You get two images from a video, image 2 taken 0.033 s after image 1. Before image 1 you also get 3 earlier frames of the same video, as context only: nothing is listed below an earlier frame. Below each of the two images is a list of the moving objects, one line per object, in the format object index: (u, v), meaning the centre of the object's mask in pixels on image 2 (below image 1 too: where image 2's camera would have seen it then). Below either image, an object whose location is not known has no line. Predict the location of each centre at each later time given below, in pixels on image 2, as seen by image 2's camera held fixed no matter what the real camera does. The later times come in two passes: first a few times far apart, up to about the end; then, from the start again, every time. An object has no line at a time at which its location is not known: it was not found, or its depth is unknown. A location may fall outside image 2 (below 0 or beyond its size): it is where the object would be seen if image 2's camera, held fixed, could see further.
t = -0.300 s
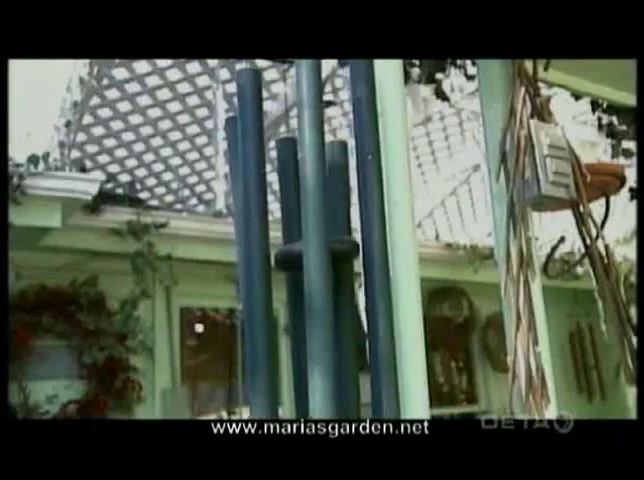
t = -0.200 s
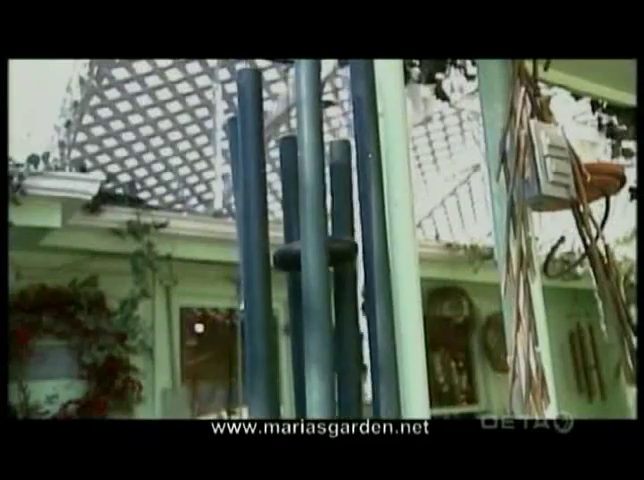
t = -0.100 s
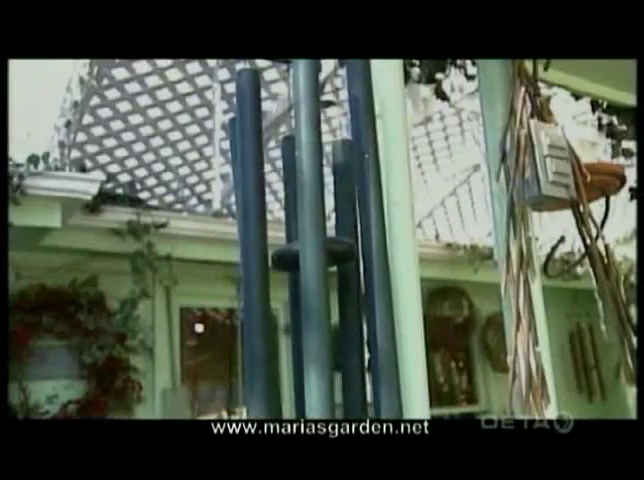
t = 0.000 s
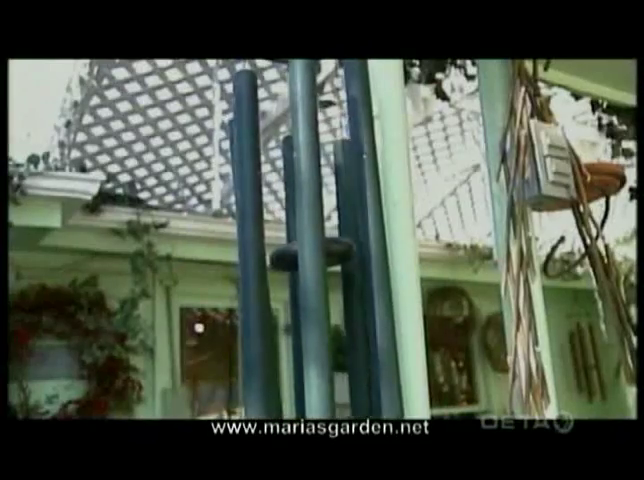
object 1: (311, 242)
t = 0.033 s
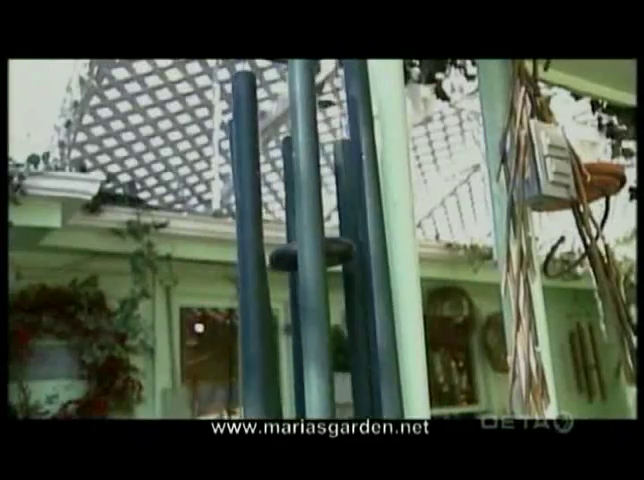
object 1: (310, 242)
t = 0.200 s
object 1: (309, 245)
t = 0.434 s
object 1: (311, 244)
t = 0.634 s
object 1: (312, 244)
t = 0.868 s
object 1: (312, 243)
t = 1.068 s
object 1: (314, 242)
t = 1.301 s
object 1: (316, 244)
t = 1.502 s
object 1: (320, 244)
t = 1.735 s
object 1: (323, 245)
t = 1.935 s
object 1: (324, 246)
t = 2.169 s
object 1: (325, 245)
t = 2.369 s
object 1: (324, 244)
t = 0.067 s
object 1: (310, 243)
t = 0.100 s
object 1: (310, 244)
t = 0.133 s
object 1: (309, 244)
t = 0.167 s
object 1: (309, 244)
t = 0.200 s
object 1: (309, 245)
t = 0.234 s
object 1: (309, 245)
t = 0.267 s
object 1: (310, 245)
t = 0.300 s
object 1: (310, 245)
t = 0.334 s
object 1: (310, 245)
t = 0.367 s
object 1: (311, 244)
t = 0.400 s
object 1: (311, 244)
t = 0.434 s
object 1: (311, 244)
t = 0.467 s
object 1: (312, 244)
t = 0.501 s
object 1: (312, 244)
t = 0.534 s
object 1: (312, 244)
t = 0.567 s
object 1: (312, 244)
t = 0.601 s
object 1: (312, 244)
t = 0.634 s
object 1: (312, 244)
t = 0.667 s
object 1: (312, 244)
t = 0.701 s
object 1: (312, 245)
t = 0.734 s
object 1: (312, 244)
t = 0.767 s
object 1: (312, 244)
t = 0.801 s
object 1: (312, 244)
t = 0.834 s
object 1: (312, 243)
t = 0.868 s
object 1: (312, 243)
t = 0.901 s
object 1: (312, 243)
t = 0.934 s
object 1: (312, 243)
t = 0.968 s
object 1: (313, 243)
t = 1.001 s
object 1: (313, 242)
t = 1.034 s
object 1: (313, 242)
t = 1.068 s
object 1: (314, 242)
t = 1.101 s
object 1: (314, 242)
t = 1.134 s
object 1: (314, 242)
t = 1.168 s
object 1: (315, 243)
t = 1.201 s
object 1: (315, 243)
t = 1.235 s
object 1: (316, 243)
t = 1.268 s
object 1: (316, 244)
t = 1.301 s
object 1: (316, 244)
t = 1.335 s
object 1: (317, 245)
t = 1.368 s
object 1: (318, 244)
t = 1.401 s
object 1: (318, 244)
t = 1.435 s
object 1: (319, 245)
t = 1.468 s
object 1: (319, 244)
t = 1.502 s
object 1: (320, 244)
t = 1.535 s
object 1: (321, 244)
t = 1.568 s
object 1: (321, 245)
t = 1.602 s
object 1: (322, 245)
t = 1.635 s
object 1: (322, 245)
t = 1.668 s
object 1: (322, 246)
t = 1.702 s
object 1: (323, 245)
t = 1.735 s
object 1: (323, 245)
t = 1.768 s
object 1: (323, 245)
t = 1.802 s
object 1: (323, 245)
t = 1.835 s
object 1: (323, 245)
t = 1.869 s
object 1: (324, 246)
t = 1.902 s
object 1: (324, 245)
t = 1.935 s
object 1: (324, 246)
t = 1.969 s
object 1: (324, 245)
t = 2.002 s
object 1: (325, 245)
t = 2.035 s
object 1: (325, 245)
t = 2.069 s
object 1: (325, 244)
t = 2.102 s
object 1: (325, 245)
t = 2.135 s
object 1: (325, 245)
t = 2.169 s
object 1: (325, 245)
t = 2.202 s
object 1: (325, 245)
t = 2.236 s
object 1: (325, 244)
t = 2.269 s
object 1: (325, 244)
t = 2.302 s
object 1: (325, 245)
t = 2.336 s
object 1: (325, 245)
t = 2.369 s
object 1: (324, 244)
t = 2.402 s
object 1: (325, 245)
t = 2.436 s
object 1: (325, 245)
